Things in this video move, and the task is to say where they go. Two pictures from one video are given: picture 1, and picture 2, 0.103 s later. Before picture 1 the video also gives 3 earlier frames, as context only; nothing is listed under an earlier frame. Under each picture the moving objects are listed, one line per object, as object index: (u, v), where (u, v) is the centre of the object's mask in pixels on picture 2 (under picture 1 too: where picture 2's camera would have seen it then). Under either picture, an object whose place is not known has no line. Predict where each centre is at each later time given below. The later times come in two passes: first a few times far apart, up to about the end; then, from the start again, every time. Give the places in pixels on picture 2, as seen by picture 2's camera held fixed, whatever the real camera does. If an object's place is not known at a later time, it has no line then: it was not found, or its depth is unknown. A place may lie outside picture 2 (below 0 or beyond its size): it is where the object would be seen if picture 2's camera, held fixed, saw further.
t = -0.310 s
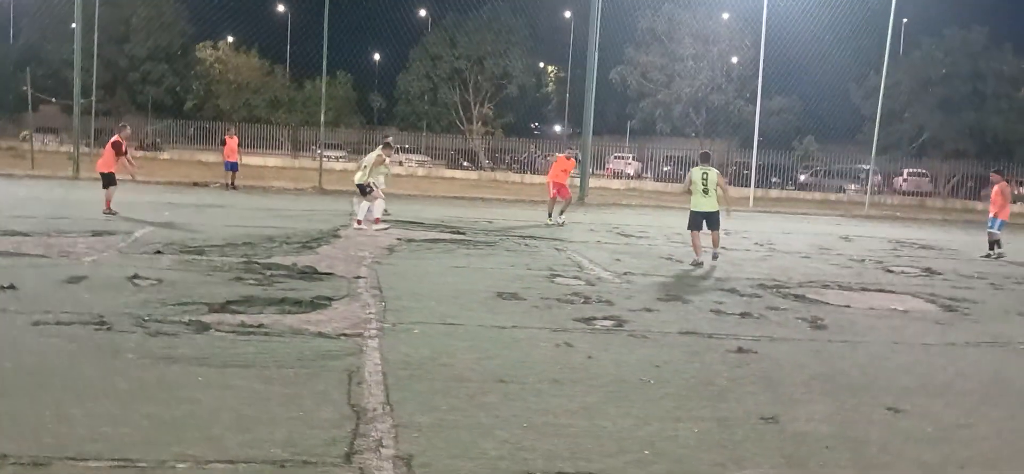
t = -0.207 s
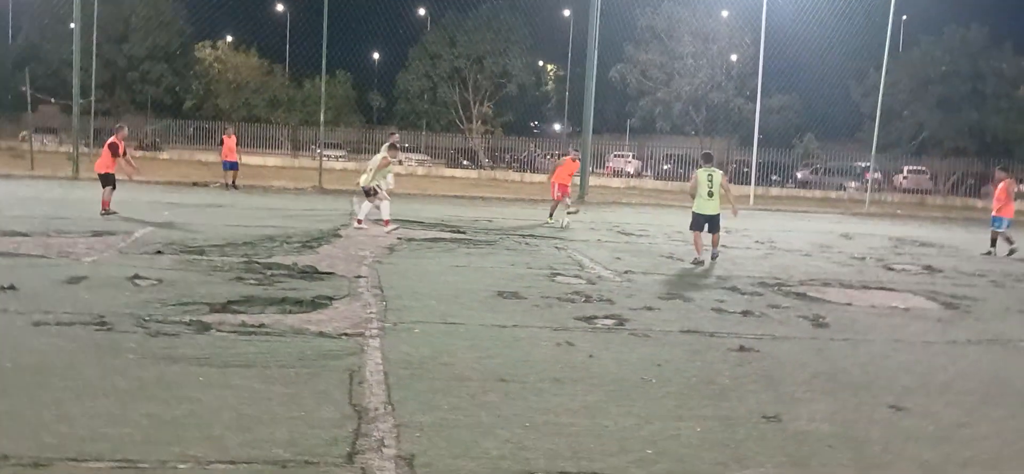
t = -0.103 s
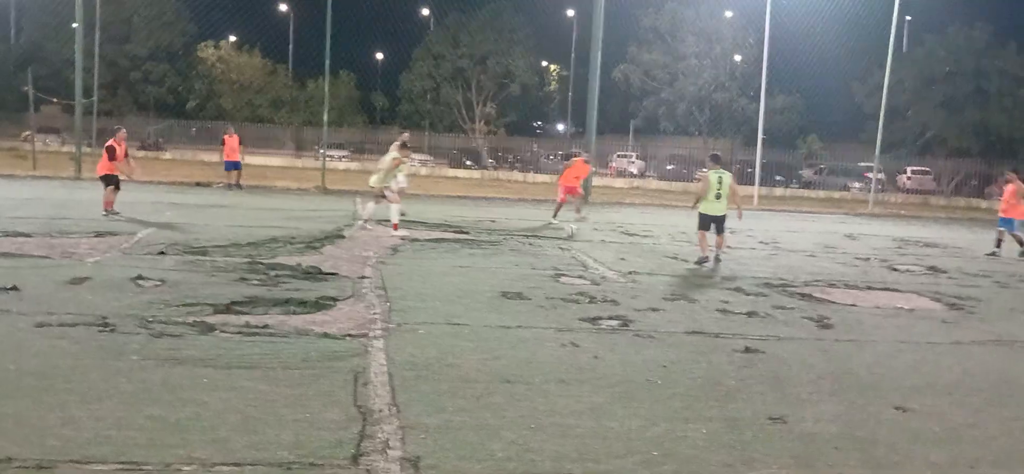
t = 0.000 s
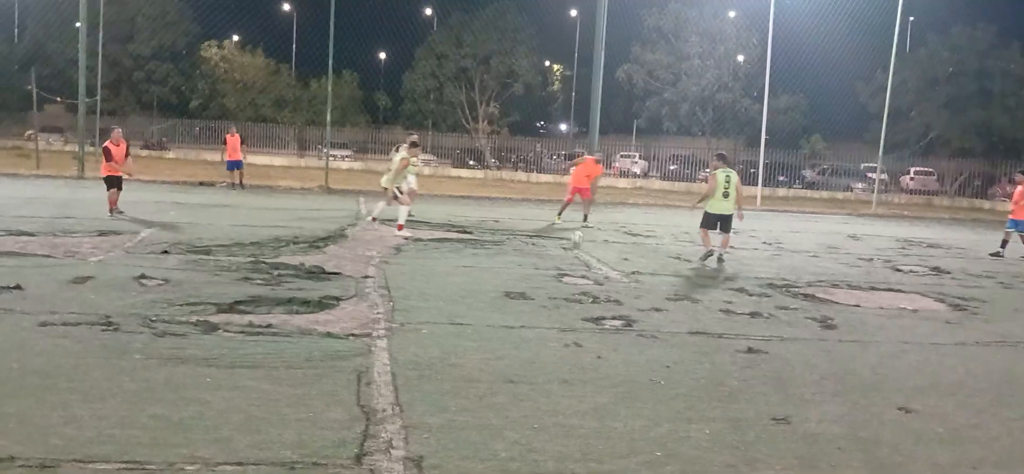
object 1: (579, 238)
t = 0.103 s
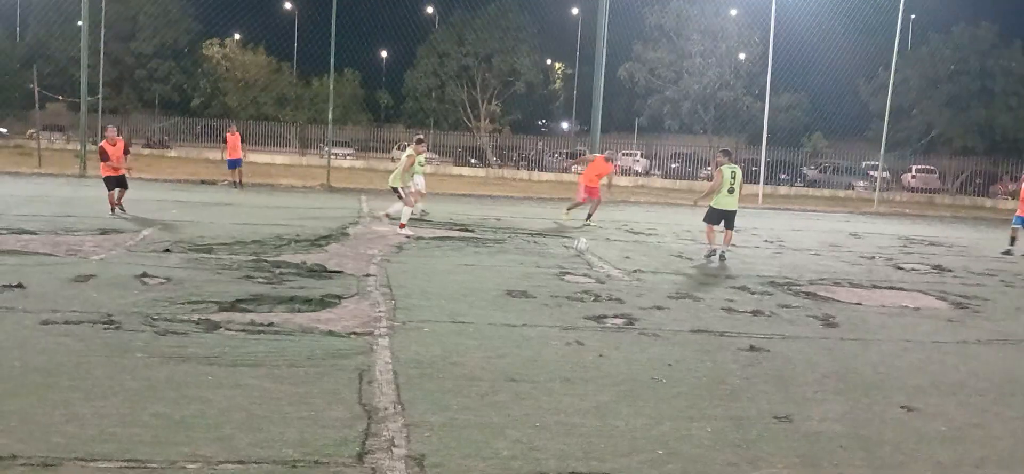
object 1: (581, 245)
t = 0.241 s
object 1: (583, 258)
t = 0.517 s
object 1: (584, 285)
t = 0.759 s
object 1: (580, 322)
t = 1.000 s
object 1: (572, 382)
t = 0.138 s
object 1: (581, 249)
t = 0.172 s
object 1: (582, 252)
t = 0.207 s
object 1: (583, 255)
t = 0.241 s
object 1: (583, 258)
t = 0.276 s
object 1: (584, 262)
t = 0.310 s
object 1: (584, 266)
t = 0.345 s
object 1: (584, 268)
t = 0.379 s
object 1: (584, 271)
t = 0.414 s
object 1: (584, 276)
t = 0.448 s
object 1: (583, 279)
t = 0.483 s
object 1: (584, 282)
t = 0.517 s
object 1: (584, 285)
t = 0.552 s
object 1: (584, 291)
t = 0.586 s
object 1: (583, 298)
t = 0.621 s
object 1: (583, 301)
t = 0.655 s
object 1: (583, 302)
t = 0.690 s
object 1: (582, 309)
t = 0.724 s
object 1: (581, 314)
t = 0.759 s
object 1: (580, 322)
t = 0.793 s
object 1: (578, 332)
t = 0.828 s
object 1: (577, 341)
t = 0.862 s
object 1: (576, 345)
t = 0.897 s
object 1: (575, 351)
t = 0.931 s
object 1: (574, 358)
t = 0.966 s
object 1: (574, 370)
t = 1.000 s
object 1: (572, 382)
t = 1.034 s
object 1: (570, 388)
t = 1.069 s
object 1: (569, 395)
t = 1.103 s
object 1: (568, 405)
